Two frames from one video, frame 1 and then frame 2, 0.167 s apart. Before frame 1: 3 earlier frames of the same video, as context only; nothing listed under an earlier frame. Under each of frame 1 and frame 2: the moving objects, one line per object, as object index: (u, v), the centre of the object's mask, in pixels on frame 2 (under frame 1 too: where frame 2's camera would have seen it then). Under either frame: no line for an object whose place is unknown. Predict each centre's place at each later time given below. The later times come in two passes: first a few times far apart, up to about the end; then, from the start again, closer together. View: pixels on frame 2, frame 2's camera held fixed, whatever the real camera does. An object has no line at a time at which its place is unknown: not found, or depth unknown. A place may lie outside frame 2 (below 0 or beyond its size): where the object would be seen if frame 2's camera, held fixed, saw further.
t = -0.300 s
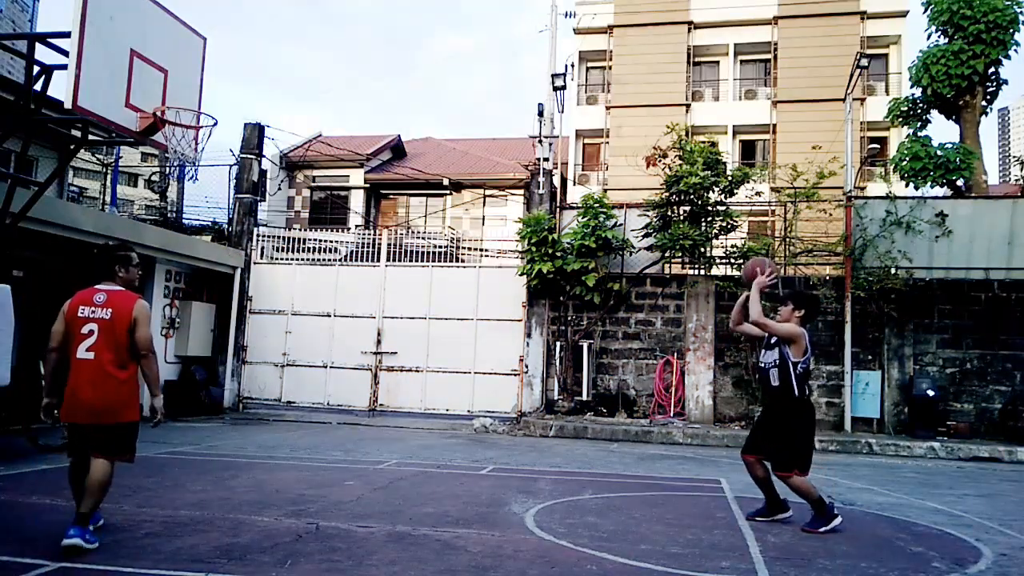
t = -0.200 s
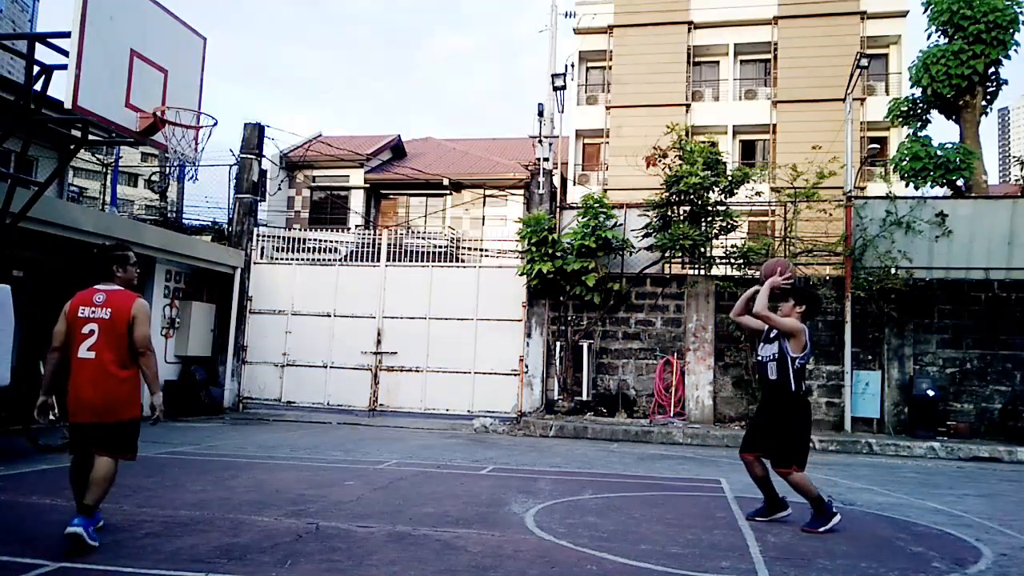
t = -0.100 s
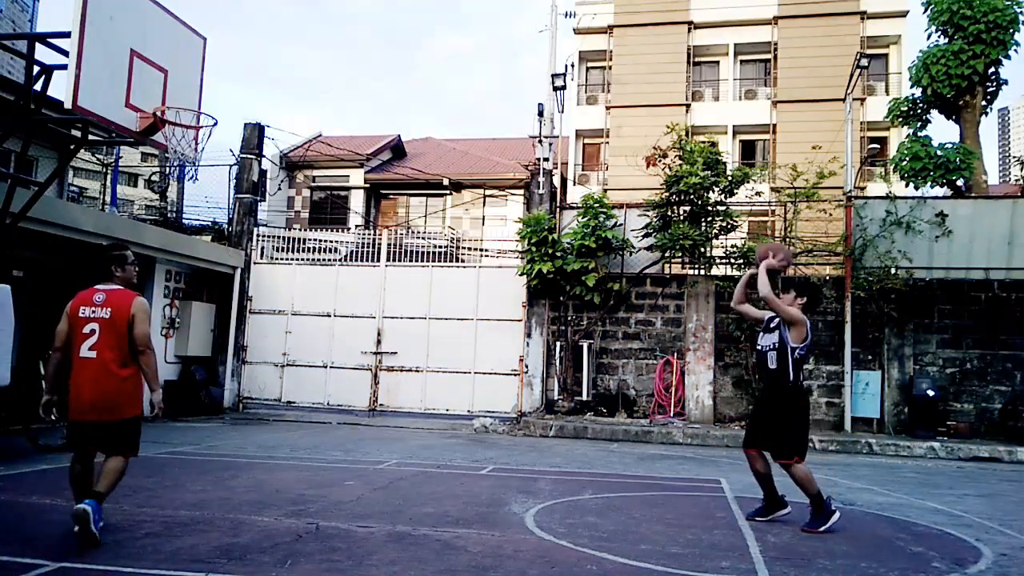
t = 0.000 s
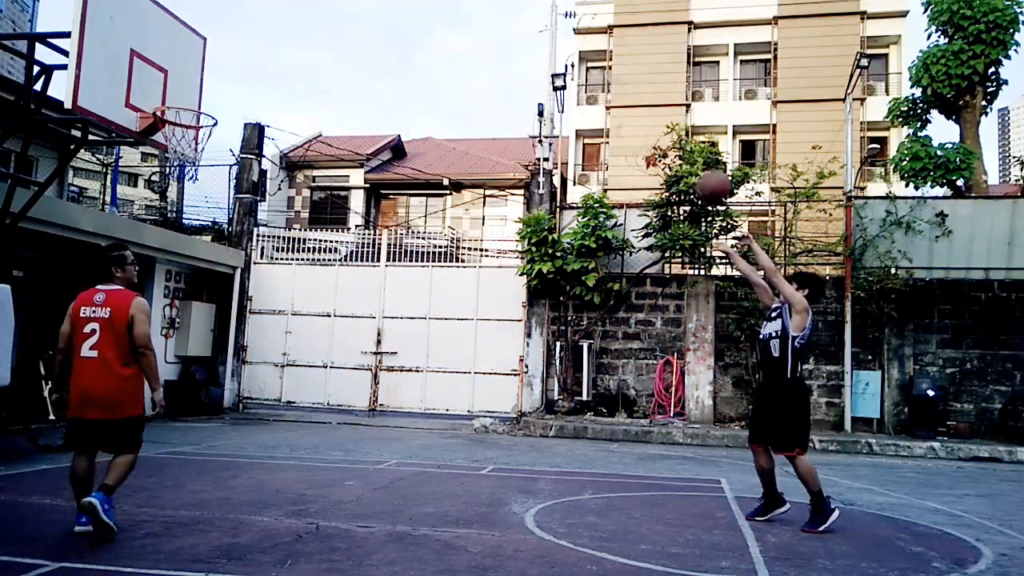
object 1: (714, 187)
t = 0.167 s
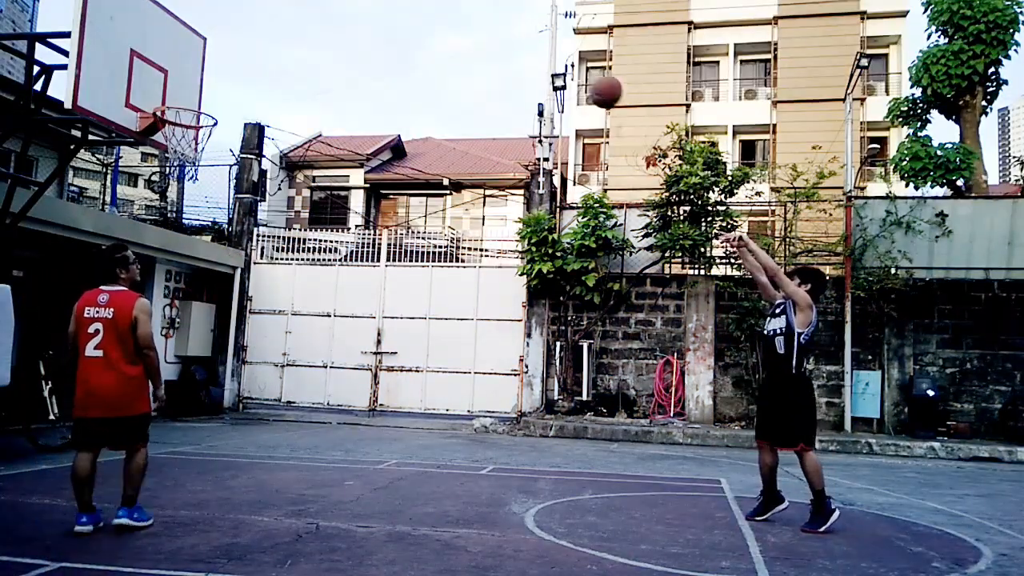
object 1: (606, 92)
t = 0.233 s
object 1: (565, 66)
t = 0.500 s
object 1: (413, 21)
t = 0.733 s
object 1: (288, 53)
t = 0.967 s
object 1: (194, 96)
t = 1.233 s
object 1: (184, 108)
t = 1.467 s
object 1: (187, 142)
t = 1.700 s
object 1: (161, 184)
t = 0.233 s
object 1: (565, 66)
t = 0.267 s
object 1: (545, 55)
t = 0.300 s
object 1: (526, 46)
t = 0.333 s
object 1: (506, 38)
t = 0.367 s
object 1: (487, 32)
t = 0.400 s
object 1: (468, 27)
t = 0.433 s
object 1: (450, 24)
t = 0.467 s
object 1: (431, 22)
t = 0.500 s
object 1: (413, 21)
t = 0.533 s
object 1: (394, 22)
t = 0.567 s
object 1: (376, 24)
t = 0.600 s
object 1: (358, 27)
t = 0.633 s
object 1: (341, 32)
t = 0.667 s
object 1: (323, 37)
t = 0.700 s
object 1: (306, 44)
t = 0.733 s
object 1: (288, 53)
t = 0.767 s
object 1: (271, 62)
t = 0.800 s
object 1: (253, 73)
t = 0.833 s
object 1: (236, 85)
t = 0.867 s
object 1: (219, 98)
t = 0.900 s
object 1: (208, 102)
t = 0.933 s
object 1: (201, 98)
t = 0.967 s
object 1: (194, 96)
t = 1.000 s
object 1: (187, 95)
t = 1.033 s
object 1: (180, 95)
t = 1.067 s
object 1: (172, 97)
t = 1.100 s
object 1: (164, 98)
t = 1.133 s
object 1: (164, 99)
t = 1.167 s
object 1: (171, 103)
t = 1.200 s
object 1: (178, 105)
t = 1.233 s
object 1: (184, 108)
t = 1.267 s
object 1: (189, 113)
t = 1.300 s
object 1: (196, 117)
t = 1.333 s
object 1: (199, 123)
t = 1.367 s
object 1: (196, 126)
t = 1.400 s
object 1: (193, 131)
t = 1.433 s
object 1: (190, 137)
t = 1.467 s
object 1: (187, 142)
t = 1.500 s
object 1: (183, 147)
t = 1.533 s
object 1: (181, 150)
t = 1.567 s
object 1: (176, 159)
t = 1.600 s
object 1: (173, 162)
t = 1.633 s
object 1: (170, 165)
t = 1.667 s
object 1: (165, 175)
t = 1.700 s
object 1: (161, 184)
